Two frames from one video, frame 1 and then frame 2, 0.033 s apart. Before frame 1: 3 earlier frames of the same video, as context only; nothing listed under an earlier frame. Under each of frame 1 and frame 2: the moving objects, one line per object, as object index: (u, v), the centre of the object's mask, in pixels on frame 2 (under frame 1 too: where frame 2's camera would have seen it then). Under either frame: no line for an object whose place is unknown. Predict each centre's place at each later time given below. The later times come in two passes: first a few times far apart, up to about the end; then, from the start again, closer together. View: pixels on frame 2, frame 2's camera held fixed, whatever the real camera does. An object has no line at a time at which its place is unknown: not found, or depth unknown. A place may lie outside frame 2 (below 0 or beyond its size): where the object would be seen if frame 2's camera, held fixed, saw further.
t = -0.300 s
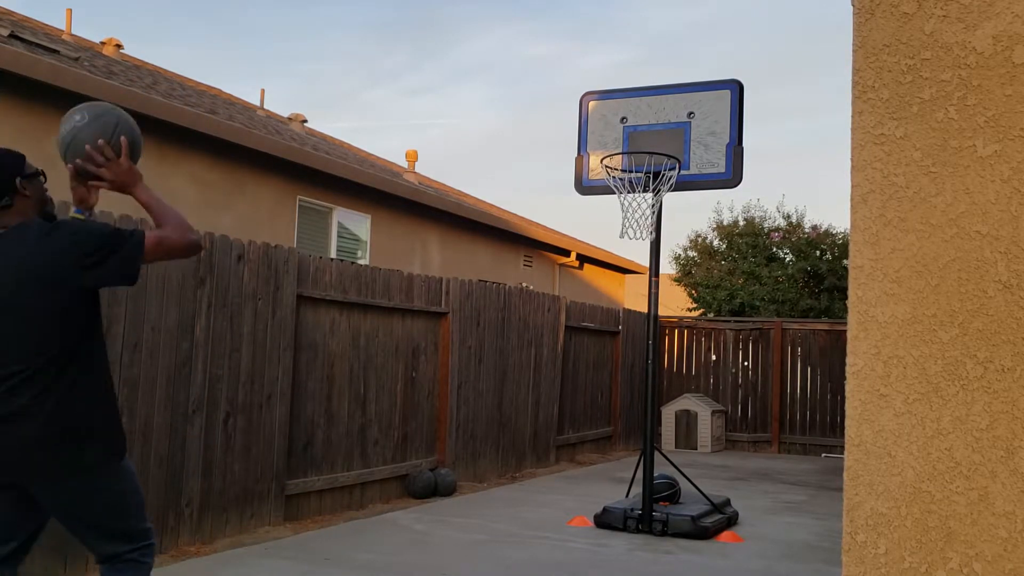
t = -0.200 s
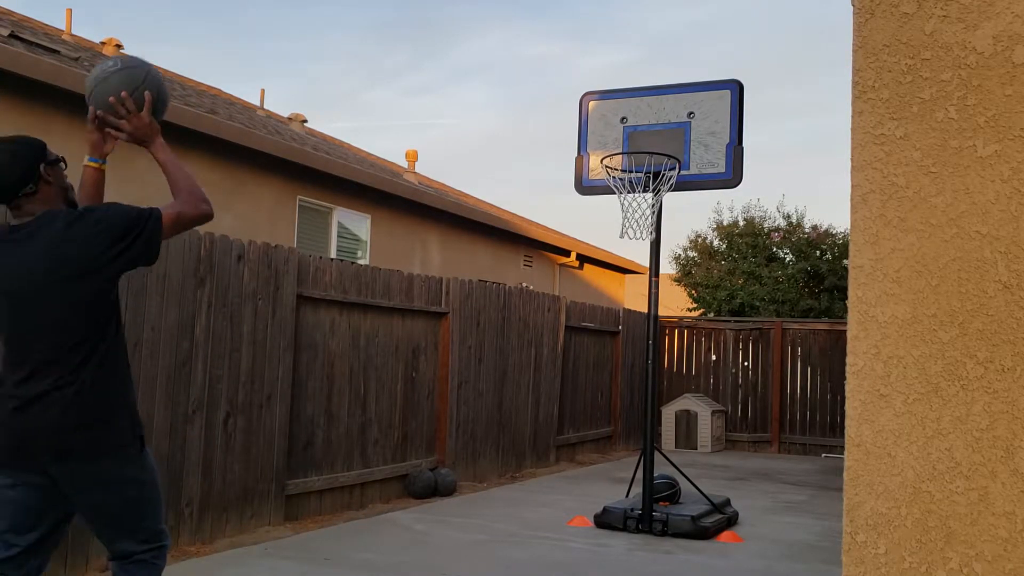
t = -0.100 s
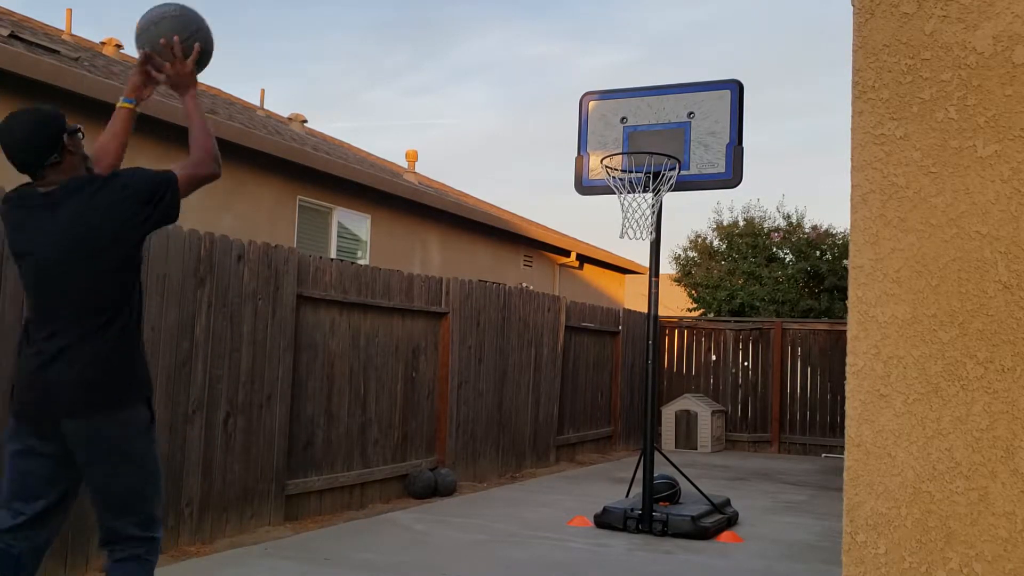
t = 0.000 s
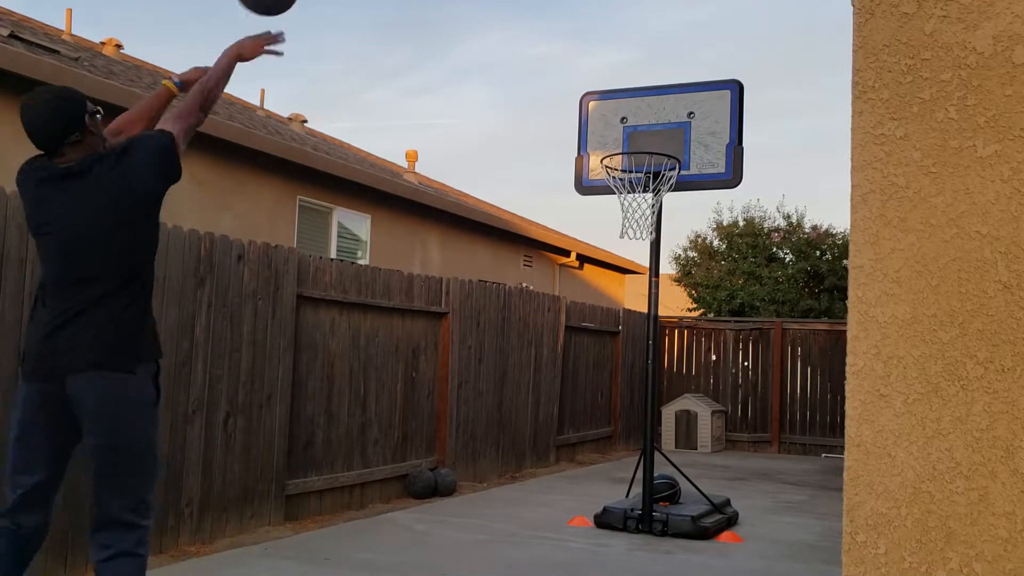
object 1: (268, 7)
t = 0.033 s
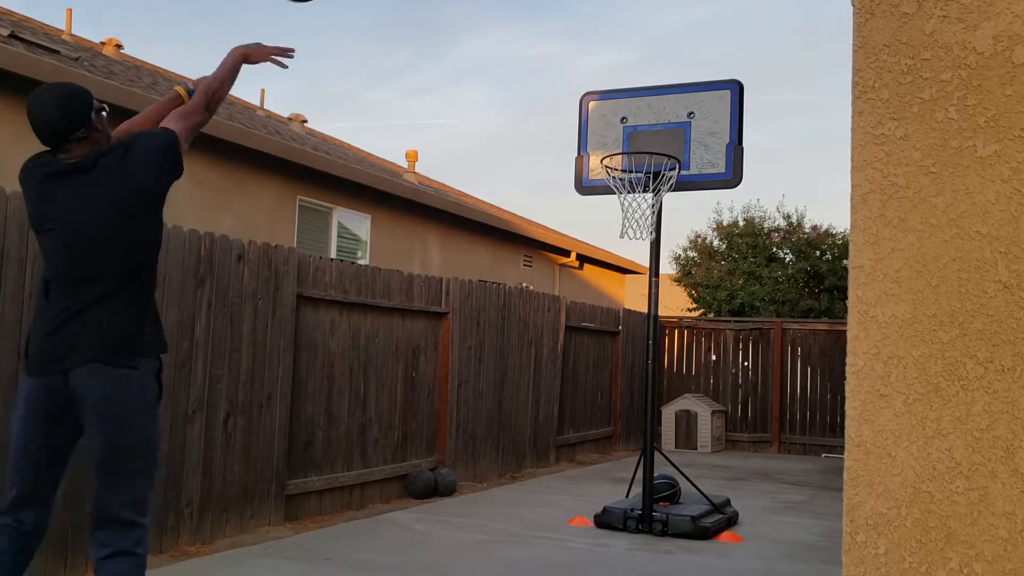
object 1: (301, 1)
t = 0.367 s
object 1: (520, 8)
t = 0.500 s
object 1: (577, 56)
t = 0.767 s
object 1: (646, 144)
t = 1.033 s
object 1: (673, 83)
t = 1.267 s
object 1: (692, 112)
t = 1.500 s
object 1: (710, 236)
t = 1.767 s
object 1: (730, 513)
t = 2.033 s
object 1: (757, 338)
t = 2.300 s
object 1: (783, 222)
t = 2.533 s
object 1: (803, 224)
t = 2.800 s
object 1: (822, 343)
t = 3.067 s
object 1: (832, 522)
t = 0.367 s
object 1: (520, 8)
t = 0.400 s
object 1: (535, 14)
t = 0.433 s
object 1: (550, 23)
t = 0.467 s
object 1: (564, 38)
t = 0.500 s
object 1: (577, 56)
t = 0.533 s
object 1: (589, 74)
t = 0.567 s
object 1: (601, 93)
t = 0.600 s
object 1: (611, 114)
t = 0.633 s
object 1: (622, 135)
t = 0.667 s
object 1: (629, 138)
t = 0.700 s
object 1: (636, 142)
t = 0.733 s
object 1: (643, 144)
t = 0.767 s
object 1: (646, 144)
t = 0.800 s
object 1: (651, 138)
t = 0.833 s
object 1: (654, 126)
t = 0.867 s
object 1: (657, 115)
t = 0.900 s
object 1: (660, 106)
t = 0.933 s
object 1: (664, 97)
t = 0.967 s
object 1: (667, 91)
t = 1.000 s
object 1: (670, 86)
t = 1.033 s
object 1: (673, 83)
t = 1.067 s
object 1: (675, 82)
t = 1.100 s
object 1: (678, 82)
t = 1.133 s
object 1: (681, 84)
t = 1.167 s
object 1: (684, 89)
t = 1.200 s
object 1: (687, 95)
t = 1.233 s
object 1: (690, 102)
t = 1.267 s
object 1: (692, 112)
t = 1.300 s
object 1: (695, 124)
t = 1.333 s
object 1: (697, 138)
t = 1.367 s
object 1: (700, 153)
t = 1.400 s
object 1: (703, 170)
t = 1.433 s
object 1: (705, 191)
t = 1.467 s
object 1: (708, 212)
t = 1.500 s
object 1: (710, 236)
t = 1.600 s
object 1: (718, 320)
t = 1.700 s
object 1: (725, 428)
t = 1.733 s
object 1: (728, 468)
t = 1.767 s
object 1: (730, 513)
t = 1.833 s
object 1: (737, 515)
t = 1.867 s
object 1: (740, 480)
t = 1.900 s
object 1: (743, 447)
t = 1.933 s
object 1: (747, 416)
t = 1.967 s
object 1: (750, 387)
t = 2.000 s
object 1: (753, 362)
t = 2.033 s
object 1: (757, 338)
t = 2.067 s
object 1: (761, 316)
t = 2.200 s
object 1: (774, 251)
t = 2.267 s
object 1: (780, 229)
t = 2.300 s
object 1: (783, 222)
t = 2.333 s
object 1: (786, 217)
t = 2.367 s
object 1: (789, 213)
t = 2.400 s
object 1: (792, 211)
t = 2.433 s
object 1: (795, 211)
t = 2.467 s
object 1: (798, 213)
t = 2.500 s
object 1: (801, 218)
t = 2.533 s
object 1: (803, 224)
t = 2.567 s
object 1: (806, 232)
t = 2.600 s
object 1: (808, 242)
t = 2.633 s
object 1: (812, 253)
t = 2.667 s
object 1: (815, 268)
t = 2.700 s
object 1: (816, 284)
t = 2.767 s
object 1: (821, 321)
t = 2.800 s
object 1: (822, 343)
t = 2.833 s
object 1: (825, 366)
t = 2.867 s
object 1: (826, 391)
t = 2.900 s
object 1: (827, 419)
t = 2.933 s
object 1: (828, 449)
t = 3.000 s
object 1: (829, 515)
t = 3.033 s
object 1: (830, 548)
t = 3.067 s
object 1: (832, 522)
